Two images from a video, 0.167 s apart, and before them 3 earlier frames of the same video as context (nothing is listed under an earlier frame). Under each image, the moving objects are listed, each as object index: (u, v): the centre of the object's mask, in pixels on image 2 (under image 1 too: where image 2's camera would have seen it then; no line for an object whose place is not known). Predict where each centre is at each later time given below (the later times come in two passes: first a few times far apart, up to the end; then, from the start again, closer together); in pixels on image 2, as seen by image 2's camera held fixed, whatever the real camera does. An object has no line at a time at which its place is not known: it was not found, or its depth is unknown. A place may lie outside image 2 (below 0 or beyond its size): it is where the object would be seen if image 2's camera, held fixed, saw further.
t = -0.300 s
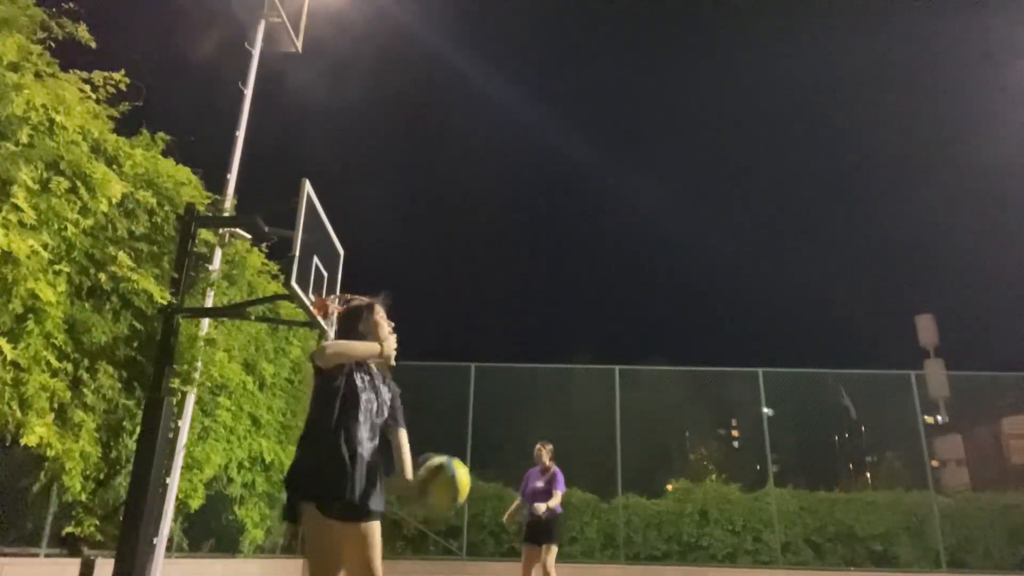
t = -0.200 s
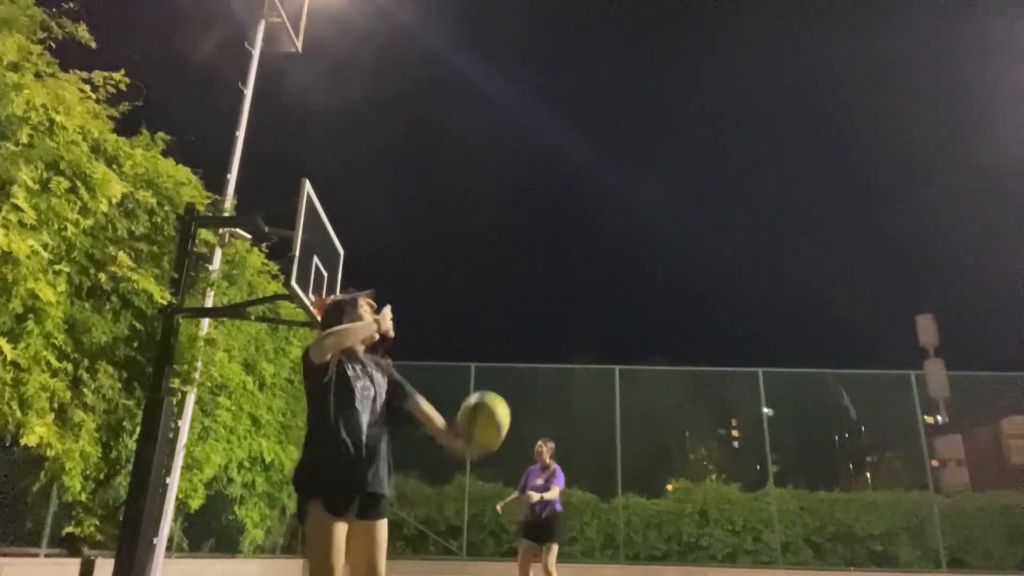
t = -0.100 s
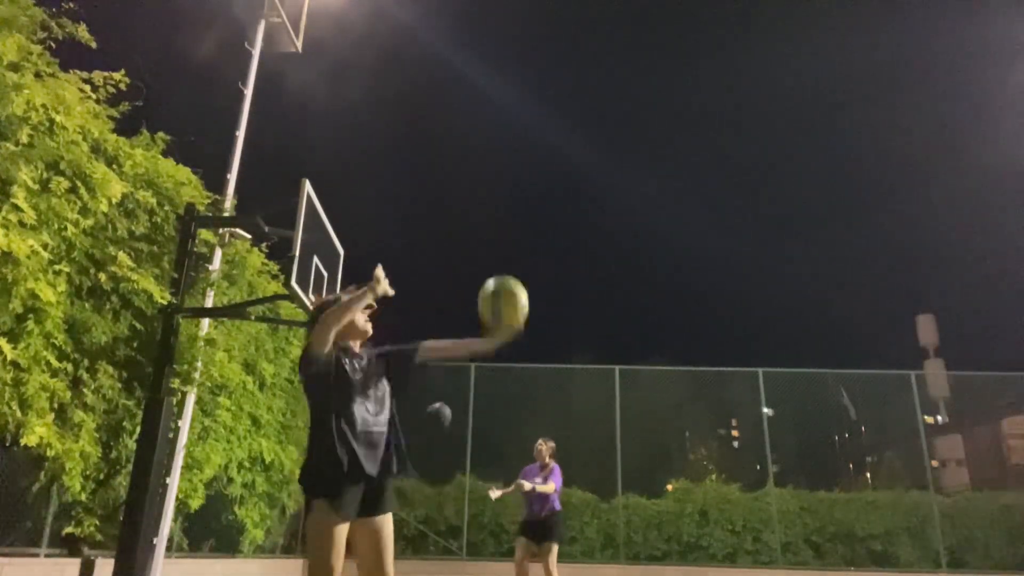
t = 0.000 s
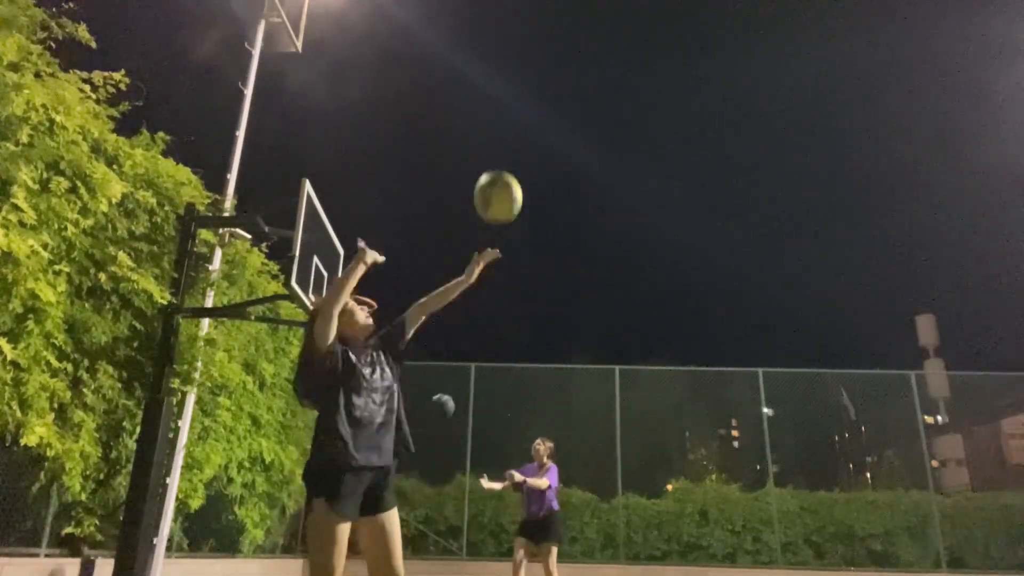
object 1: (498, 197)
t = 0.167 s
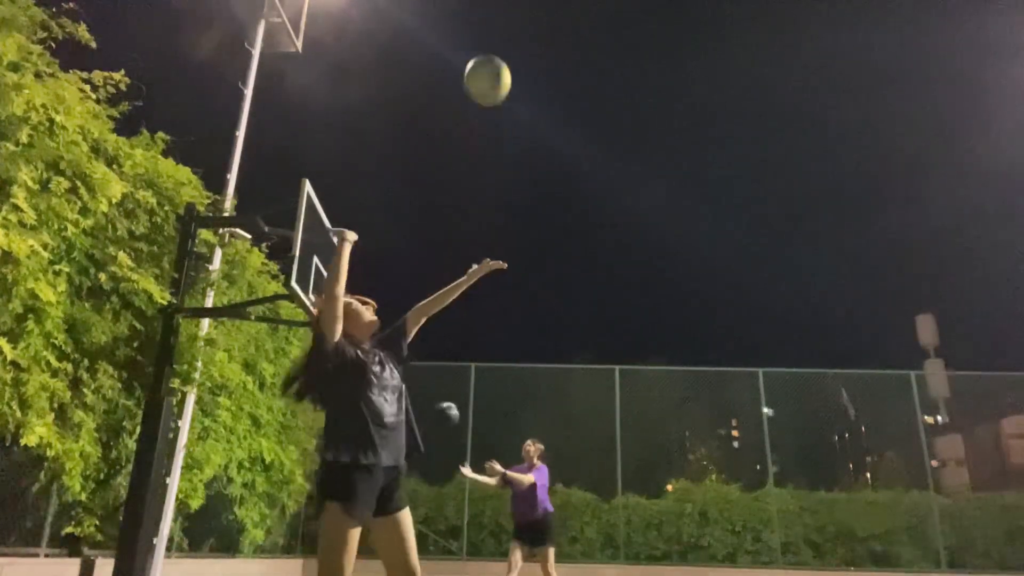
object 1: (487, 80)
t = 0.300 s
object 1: (478, 30)
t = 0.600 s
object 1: (455, 32)
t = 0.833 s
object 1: (429, 153)
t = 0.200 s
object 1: (485, 65)
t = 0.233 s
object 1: (483, 51)
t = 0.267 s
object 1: (481, 39)
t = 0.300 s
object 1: (478, 30)
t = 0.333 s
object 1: (476, 23)
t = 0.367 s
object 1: (474, 19)
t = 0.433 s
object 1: (469, 16)
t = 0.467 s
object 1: (466, 16)
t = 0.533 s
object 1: (461, 20)
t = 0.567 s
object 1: (458, 24)
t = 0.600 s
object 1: (455, 32)
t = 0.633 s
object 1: (452, 43)
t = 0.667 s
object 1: (448, 56)
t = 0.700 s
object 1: (445, 70)
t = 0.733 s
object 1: (441, 87)
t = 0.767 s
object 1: (437, 107)
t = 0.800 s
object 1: (433, 129)
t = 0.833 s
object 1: (429, 153)
